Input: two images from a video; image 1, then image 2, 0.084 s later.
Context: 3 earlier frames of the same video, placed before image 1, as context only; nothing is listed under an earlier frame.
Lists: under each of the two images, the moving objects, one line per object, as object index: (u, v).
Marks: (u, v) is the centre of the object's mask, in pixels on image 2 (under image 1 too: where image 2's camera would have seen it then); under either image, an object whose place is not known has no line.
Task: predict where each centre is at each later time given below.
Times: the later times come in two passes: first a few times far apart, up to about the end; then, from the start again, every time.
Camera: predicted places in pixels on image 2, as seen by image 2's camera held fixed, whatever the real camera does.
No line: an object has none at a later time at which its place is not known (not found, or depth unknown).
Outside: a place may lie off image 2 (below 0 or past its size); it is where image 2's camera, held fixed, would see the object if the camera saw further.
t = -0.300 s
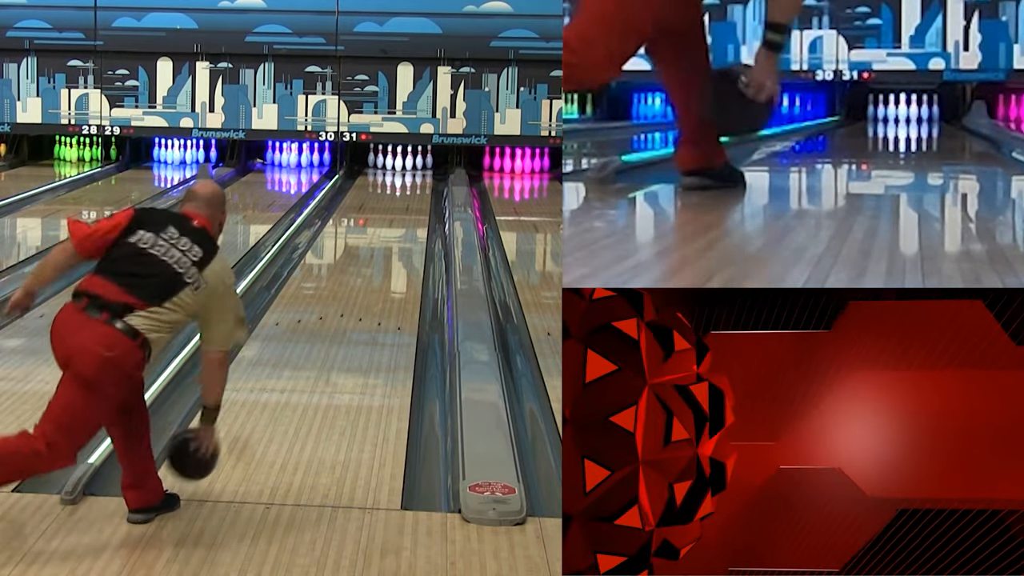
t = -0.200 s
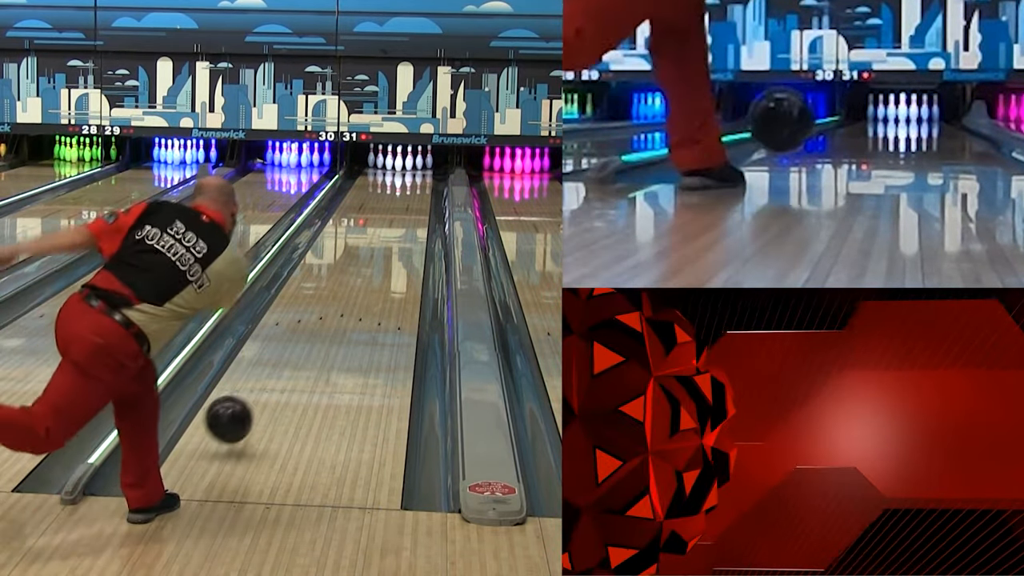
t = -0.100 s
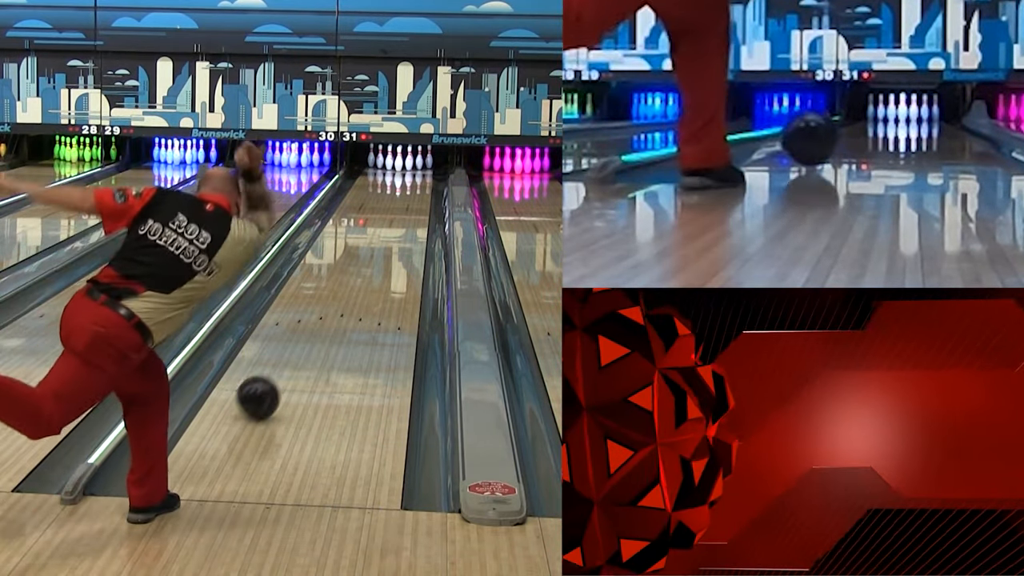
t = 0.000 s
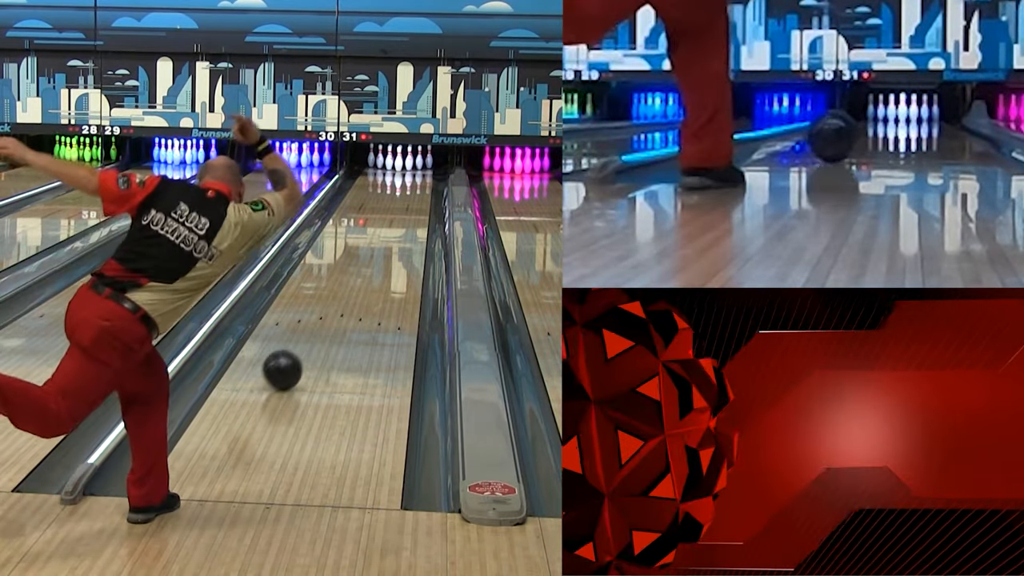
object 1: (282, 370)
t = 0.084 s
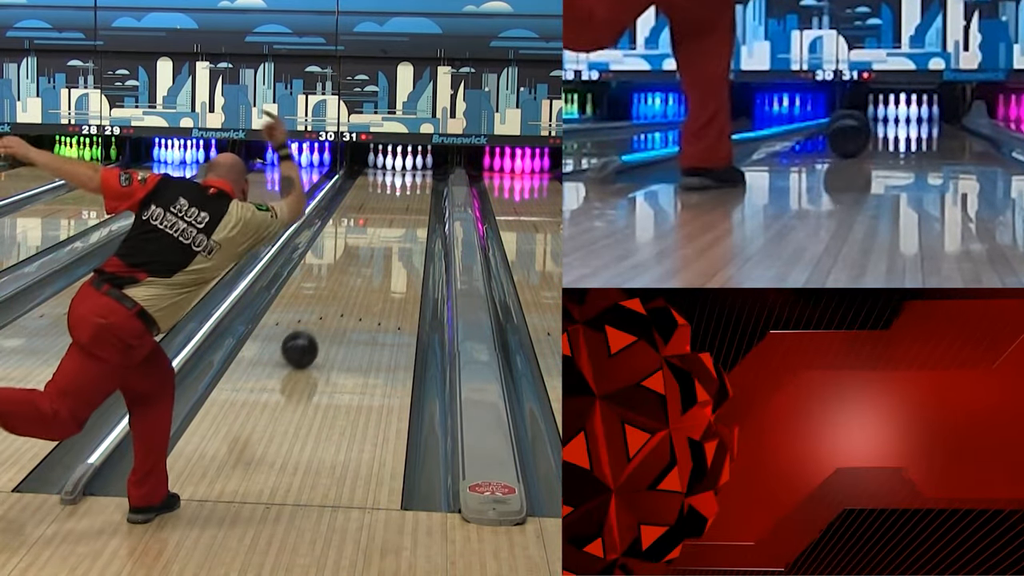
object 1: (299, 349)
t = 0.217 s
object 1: (322, 321)
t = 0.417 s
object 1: (349, 289)
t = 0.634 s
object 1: (372, 261)
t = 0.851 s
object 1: (388, 239)
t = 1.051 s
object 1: (399, 223)
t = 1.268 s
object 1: (407, 208)
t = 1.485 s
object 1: (411, 196)
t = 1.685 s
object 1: (411, 187)
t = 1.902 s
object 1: (408, 178)
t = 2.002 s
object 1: (406, 175)
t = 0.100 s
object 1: (303, 345)
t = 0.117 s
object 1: (306, 342)
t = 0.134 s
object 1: (309, 338)
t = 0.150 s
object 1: (311, 335)
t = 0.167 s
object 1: (314, 331)
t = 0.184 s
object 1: (317, 328)
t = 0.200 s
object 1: (320, 324)
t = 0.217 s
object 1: (322, 321)
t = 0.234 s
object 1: (325, 318)
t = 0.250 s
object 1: (328, 315)
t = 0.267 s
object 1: (330, 312)
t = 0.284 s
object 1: (332, 309)
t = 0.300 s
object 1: (334, 307)
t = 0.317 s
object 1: (337, 304)
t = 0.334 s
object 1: (339, 301)
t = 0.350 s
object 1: (341, 299)
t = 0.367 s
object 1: (343, 296)
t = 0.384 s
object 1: (345, 293)
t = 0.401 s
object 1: (347, 291)
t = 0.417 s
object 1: (349, 289)
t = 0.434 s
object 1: (351, 286)
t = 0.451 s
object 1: (353, 284)
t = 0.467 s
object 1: (355, 281)
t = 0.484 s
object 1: (357, 279)
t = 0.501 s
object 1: (358, 277)
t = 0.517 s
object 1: (360, 274)
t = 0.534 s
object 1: (362, 272)
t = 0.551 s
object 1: (364, 270)
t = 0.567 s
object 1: (365, 268)
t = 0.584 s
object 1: (367, 266)
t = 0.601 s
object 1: (368, 265)
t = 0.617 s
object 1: (370, 263)
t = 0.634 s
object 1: (372, 261)
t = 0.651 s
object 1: (373, 259)
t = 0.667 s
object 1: (374, 257)
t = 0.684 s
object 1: (376, 255)
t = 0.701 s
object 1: (377, 253)
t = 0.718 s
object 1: (379, 252)
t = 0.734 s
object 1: (380, 250)
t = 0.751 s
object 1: (381, 248)
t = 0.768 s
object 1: (382, 247)
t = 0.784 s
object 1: (384, 245)
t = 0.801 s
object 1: (385, 243)
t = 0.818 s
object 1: (386, 242)
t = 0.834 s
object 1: (387, 240)
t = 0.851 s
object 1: (388, 239)
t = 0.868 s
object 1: (389, 237)
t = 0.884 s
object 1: (390, 236)
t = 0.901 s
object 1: (391, 234)
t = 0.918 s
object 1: (392, 233)
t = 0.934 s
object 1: (393, 232)
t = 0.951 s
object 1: (394, 230)
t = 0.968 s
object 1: (395, 229)
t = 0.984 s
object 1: (396, 228)
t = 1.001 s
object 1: (397, 227)
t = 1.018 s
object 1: (398, 225)
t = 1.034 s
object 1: (398, 224)
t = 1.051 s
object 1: (399, 223)
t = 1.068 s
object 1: (400, 221)
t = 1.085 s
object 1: (401, 220)
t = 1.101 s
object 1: (401, 219)
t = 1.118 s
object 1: (402, 218)
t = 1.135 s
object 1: (403, 217)
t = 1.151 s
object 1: (404, 216)
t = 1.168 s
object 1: (404, 215)
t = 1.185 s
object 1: (405, 213)
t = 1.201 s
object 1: (405, 212)
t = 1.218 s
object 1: (406, 211)
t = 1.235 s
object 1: (406, 210)
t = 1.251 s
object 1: (407, 209)
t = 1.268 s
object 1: (407, 208)
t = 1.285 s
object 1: (408, 207)
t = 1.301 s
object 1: (408, 206)
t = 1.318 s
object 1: (408, 205)
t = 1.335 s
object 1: (409, 204)
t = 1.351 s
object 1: (409, 203)
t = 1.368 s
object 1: (409, 202)
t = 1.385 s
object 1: (410, 201)
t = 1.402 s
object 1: (410, 200)
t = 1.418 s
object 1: (410, 199)
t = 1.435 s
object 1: (411, 199)
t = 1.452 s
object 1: (411, 198)
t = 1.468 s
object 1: (411, 197)
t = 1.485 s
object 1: (411, 196)
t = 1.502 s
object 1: (411, 195)
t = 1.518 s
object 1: (411, 194)
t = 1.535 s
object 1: (411, 194)
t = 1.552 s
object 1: (412, 193)
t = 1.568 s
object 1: (411, 192)
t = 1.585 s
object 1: (411, 191)
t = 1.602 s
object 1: (412, 190)
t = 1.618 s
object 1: (412, 190)
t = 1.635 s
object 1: (412, 189)
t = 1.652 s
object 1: (412, 188)
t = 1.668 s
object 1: (411, 188)
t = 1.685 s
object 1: (411, 187)
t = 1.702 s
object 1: (411, 186)
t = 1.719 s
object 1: (411, 186)
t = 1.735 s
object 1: (411, 185)
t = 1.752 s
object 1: (411, 184)
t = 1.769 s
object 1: (411, 183)
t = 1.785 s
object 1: (410, 182)
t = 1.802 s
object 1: (410, 182)
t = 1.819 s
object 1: (410, 181)
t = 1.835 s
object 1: (410, 181)
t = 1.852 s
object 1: (409, 181)
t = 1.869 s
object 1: (409, 180)
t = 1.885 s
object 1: (408, 179)
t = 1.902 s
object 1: (408, 178)
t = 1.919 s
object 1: (408, 178)
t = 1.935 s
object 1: (408, 177)
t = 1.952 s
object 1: (407, 177)
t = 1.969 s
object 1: (407, 176)
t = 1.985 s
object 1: (406, 175)
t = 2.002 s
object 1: (406, 175)
